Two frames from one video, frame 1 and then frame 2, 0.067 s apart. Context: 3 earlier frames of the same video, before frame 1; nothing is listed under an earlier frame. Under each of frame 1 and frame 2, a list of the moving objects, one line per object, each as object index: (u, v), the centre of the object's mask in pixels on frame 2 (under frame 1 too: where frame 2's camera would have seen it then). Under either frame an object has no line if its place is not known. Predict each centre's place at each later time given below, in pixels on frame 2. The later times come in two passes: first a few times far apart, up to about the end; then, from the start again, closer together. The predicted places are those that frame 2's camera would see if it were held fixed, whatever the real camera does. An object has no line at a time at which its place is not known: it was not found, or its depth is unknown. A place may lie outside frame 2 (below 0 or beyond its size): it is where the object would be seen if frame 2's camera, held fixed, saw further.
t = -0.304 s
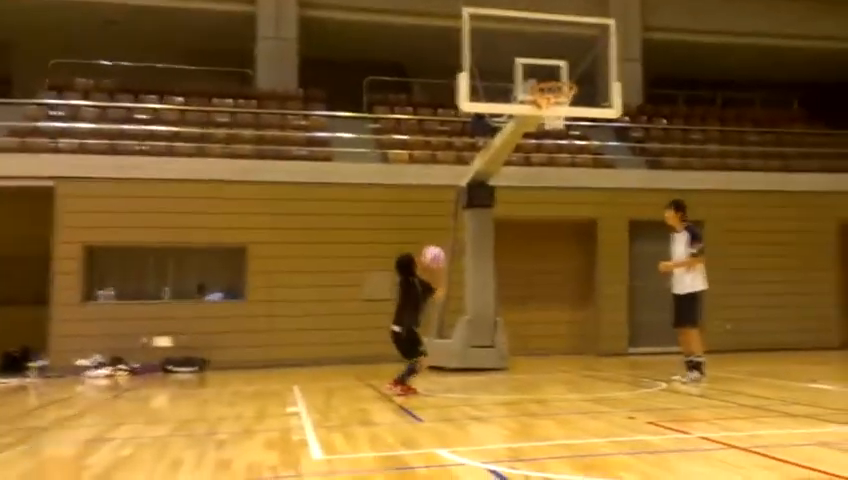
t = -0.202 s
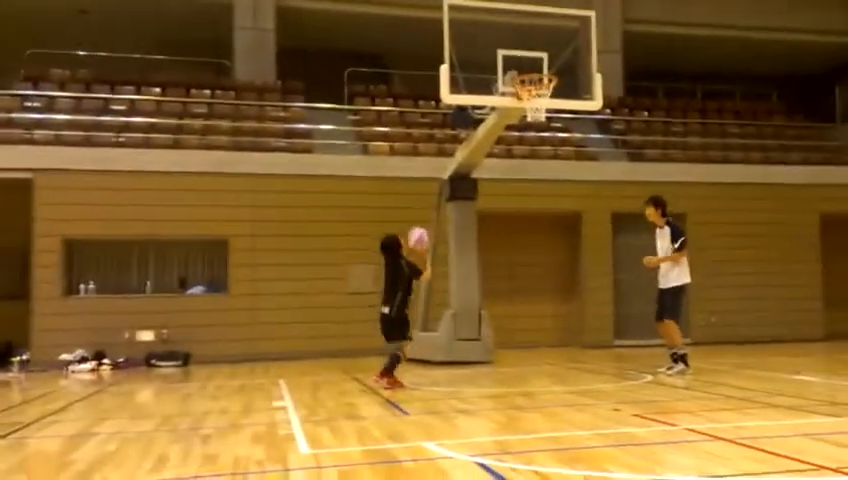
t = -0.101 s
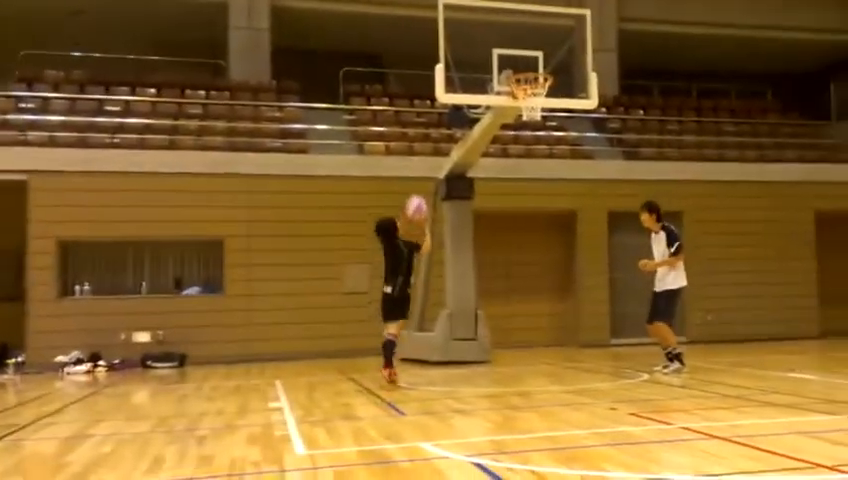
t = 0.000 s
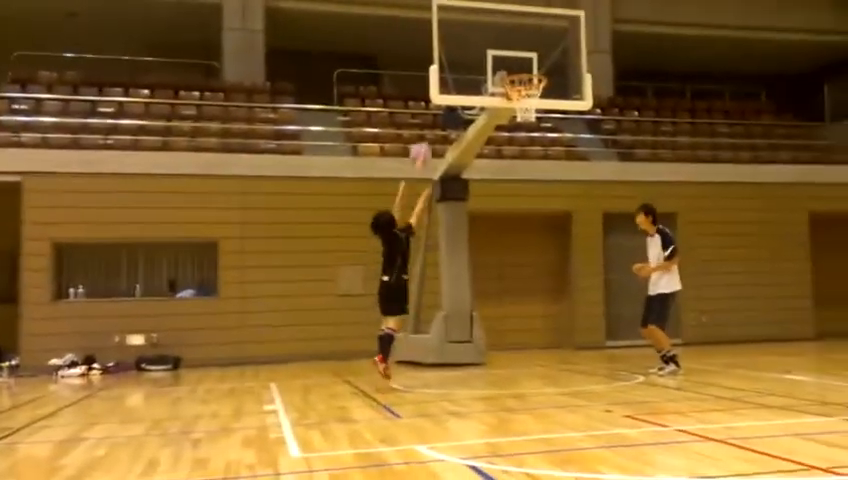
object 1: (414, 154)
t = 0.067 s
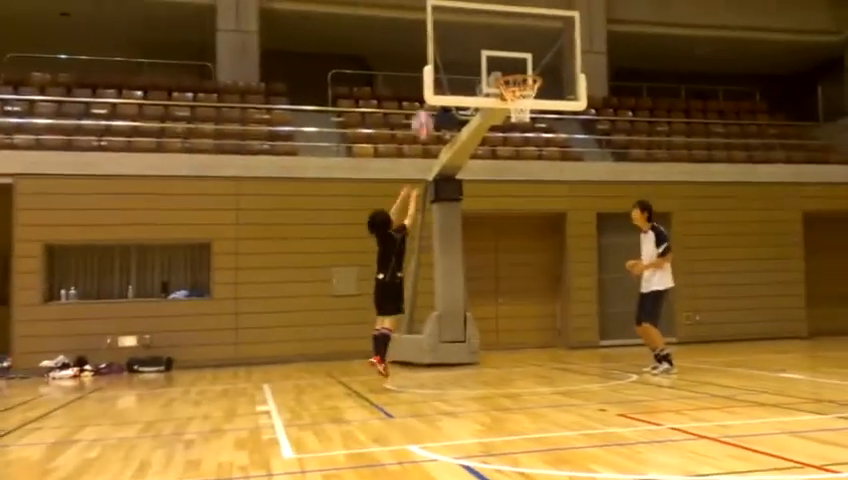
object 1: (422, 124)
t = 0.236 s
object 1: (440, 66)
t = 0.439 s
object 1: (461, 34)
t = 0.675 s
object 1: (487, 46)
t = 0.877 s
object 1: (499, 64)
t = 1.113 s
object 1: (501, 58)
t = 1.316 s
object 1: (506, 67)
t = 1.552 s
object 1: (520, 70)
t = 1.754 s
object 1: (531, 99)
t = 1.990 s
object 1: (518, 140)
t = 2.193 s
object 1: (509, 216)
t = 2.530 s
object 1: (492, 317)
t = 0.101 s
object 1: (426, 113)
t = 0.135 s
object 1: (428, 98)
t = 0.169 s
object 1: (433, 84)
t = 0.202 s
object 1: (436, 74)
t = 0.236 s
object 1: (440, 66)
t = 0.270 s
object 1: (444, 58)
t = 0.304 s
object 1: (448, 51)
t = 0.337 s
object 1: (451, 45)
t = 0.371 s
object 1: (454, 40)
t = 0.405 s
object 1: (457, 37)
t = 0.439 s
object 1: (461, 34)
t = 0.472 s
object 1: (465, 33)
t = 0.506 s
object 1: (469, 32)
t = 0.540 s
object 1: (472, 32)
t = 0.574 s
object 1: (475, 34)
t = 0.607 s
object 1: (479, 37)
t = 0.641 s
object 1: (483, 41)
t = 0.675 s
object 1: (487, 46)
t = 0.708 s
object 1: (490, 52)
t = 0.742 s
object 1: (494, 59)
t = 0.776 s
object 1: (500, 66)
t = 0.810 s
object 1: (503, 74)
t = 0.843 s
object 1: (500, 70)
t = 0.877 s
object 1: (499, 64)
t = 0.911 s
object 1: (499, 60)
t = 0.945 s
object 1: (500, 57)
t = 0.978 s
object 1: (500, 55)
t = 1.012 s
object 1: (500, 55)
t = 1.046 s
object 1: (500, 55)
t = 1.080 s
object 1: (501, 56)
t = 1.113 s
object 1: (501, 58)
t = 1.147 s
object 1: (502, 62)
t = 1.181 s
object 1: (501, 65)
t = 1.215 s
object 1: (502, 70)
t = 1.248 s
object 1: (503, 72)
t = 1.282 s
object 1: (505, 69)
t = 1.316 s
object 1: (506, 67)
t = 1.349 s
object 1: (507, 65)
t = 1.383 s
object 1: (508, 64)
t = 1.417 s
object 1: (513, 65)
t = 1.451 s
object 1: (517, 66)
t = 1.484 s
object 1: (519, 67)
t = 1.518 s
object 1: (520, 69)
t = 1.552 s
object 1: (520, 70)
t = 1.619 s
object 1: (529, 88)
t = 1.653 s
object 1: (531, 91)
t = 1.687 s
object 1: (531, 95)
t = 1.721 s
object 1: (532, 98)
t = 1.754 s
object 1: (531, 99)
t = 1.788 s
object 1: (530, 102)
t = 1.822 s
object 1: (527, 104)
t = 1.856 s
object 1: (524, 112)
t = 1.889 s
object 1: (523, 114)
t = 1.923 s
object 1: (520, 120)
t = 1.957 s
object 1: (521, 132)
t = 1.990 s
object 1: (518, 140)
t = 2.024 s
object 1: (517, 148)
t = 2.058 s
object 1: (514, 159)
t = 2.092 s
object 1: (513, 175)
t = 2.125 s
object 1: (512, 186)
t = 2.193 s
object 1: (509, 216)
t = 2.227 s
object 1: (508, 233)
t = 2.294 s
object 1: (505, 269)
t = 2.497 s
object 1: (498, 337)
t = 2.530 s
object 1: (492, 317)
